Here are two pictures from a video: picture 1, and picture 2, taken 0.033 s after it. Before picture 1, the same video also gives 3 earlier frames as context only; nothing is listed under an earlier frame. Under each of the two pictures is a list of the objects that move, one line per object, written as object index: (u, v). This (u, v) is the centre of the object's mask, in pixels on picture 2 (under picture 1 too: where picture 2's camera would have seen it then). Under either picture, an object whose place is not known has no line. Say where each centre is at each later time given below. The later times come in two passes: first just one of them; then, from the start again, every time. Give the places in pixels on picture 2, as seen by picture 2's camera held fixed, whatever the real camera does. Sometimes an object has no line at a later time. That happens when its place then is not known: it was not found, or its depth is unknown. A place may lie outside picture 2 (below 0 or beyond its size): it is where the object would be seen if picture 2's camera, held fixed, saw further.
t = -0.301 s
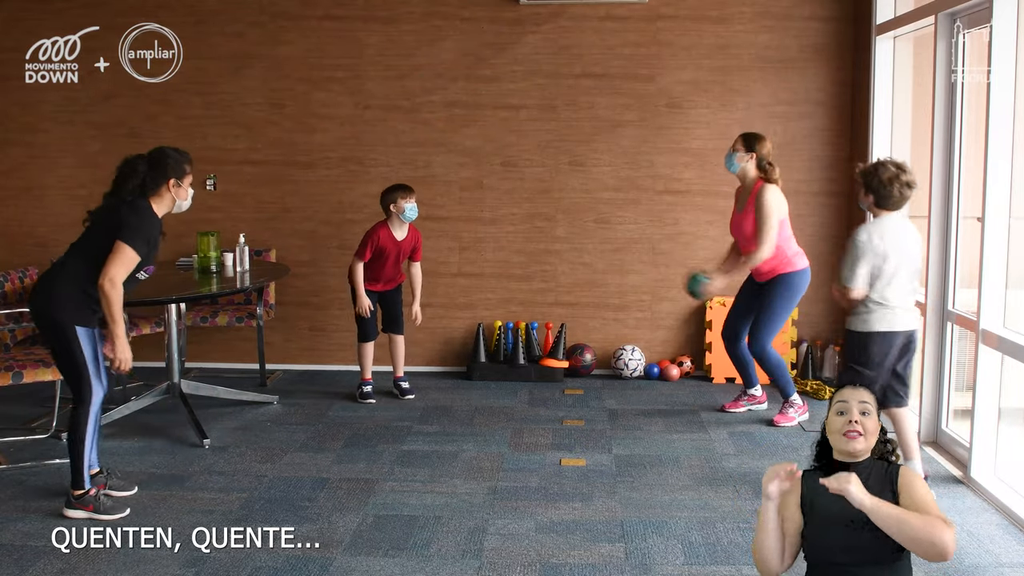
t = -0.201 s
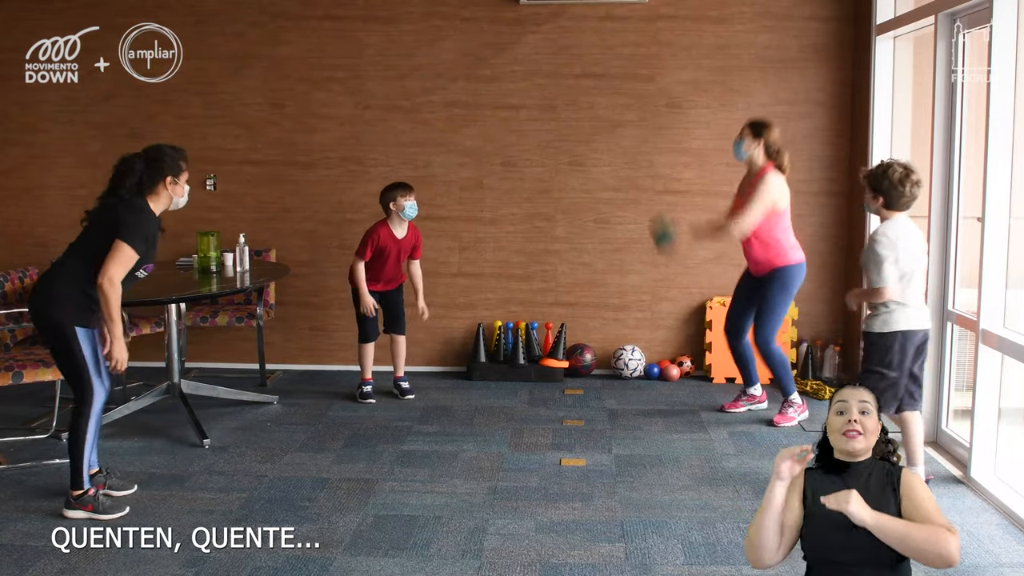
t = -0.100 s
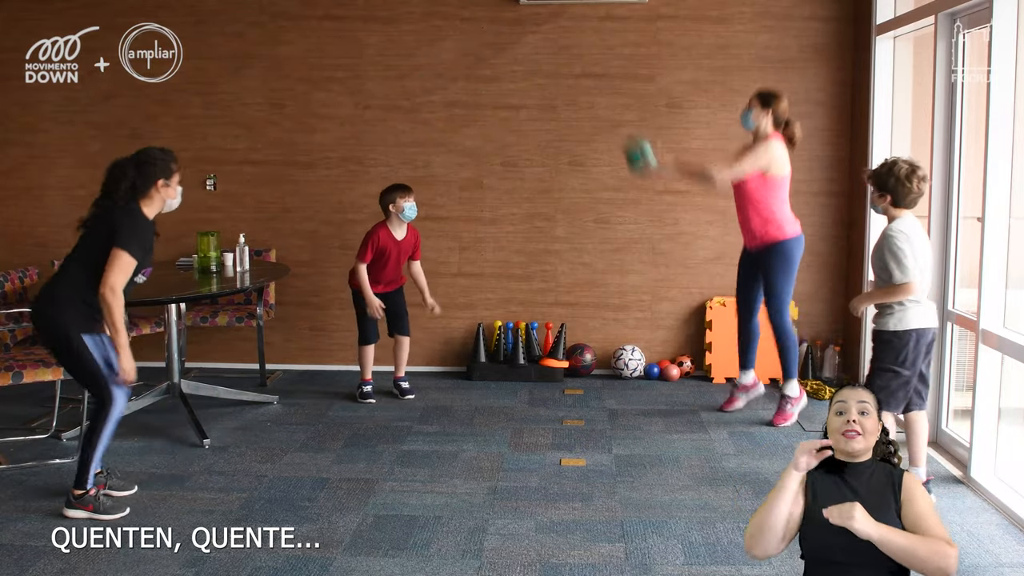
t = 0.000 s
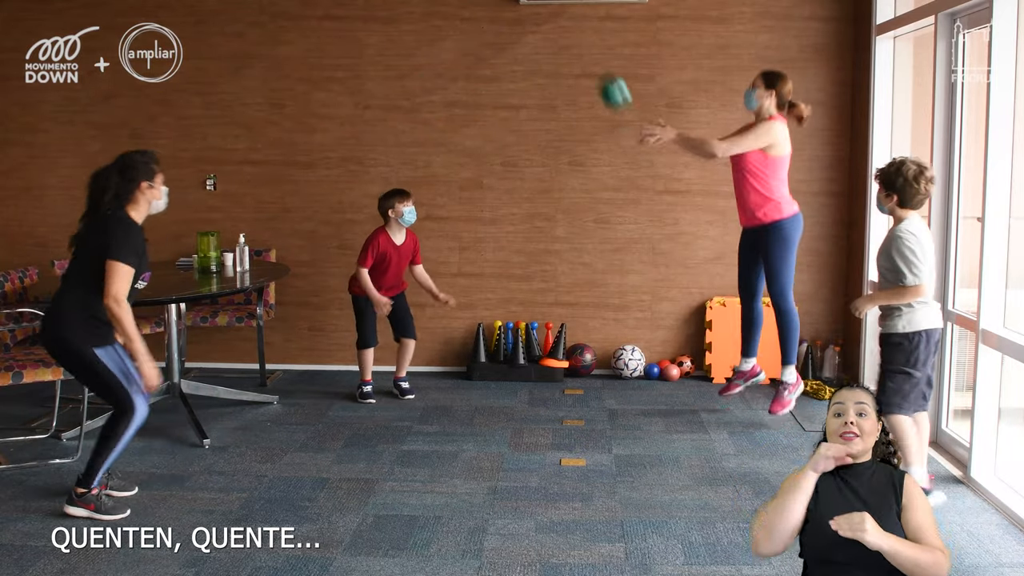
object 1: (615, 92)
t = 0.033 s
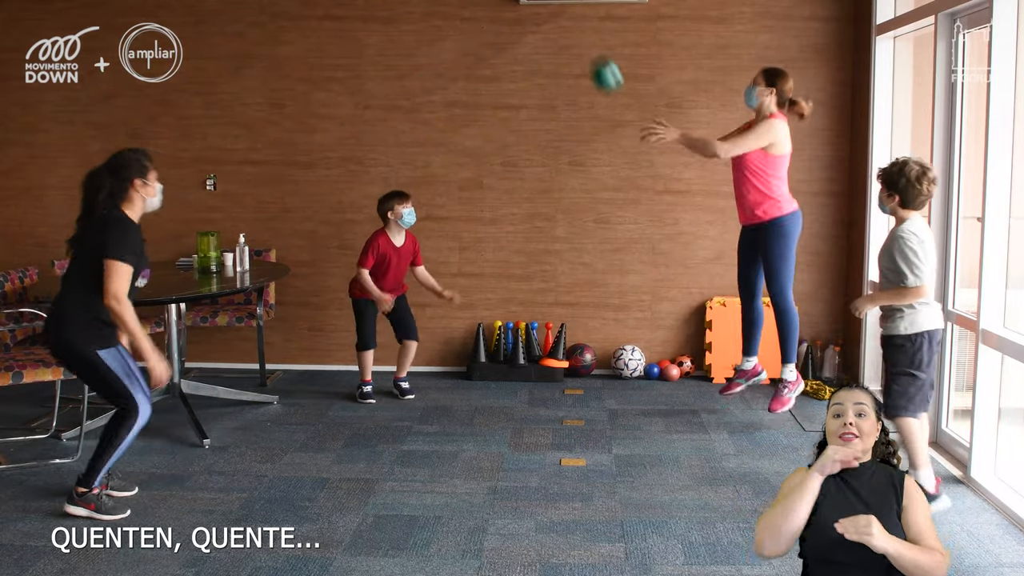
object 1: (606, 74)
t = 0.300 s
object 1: (541, 11)
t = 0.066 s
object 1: (598, 59)
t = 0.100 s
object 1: (589, 46)
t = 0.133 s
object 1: (581, 35)
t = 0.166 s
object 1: (574, 26)
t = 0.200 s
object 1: (565, 19)
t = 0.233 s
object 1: (557, 14)
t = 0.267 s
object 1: (548, 12)
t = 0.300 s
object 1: (541, 11)
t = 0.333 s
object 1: (533, 11)
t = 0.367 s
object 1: (524, 13)
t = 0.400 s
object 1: (516, 17)
